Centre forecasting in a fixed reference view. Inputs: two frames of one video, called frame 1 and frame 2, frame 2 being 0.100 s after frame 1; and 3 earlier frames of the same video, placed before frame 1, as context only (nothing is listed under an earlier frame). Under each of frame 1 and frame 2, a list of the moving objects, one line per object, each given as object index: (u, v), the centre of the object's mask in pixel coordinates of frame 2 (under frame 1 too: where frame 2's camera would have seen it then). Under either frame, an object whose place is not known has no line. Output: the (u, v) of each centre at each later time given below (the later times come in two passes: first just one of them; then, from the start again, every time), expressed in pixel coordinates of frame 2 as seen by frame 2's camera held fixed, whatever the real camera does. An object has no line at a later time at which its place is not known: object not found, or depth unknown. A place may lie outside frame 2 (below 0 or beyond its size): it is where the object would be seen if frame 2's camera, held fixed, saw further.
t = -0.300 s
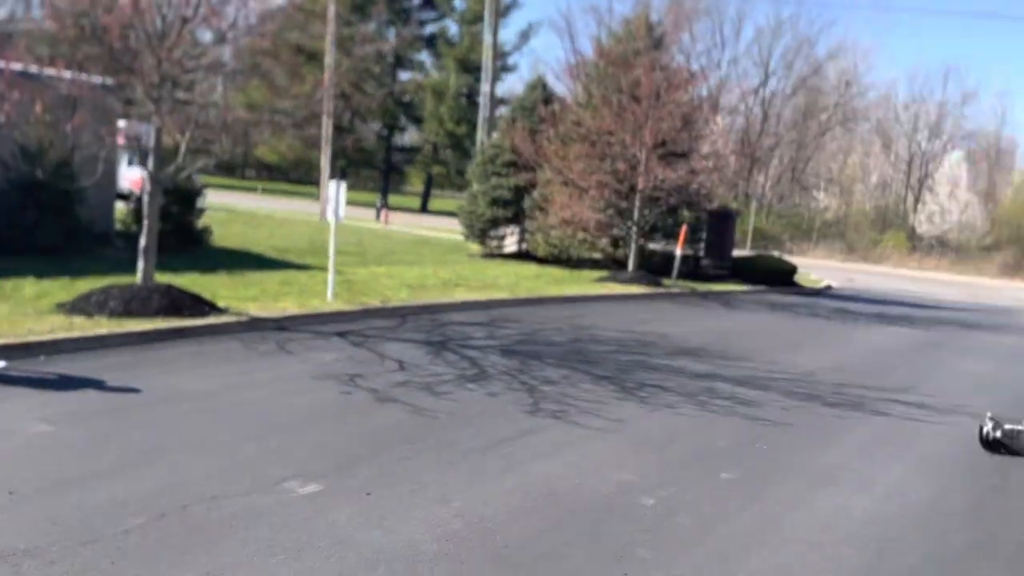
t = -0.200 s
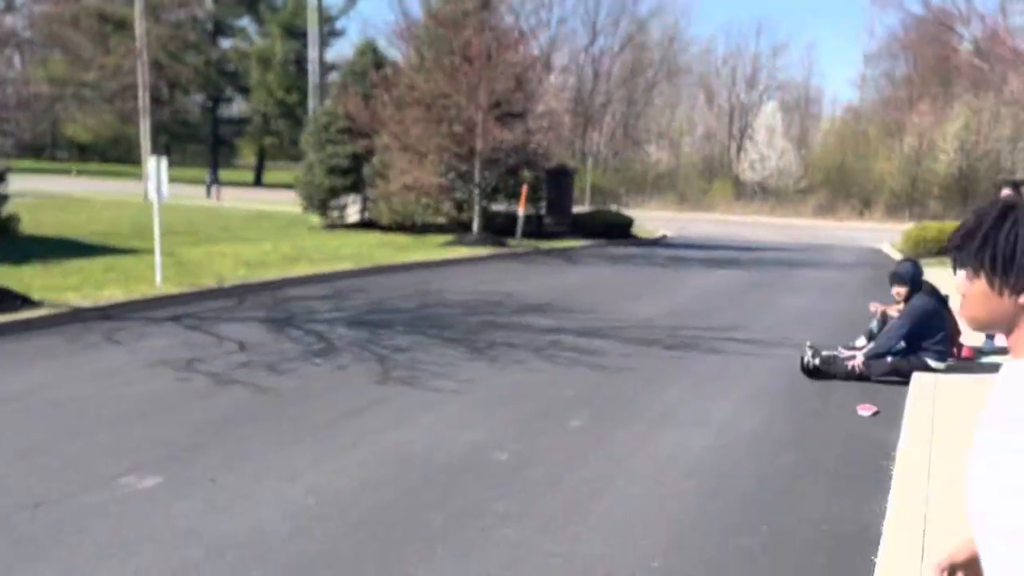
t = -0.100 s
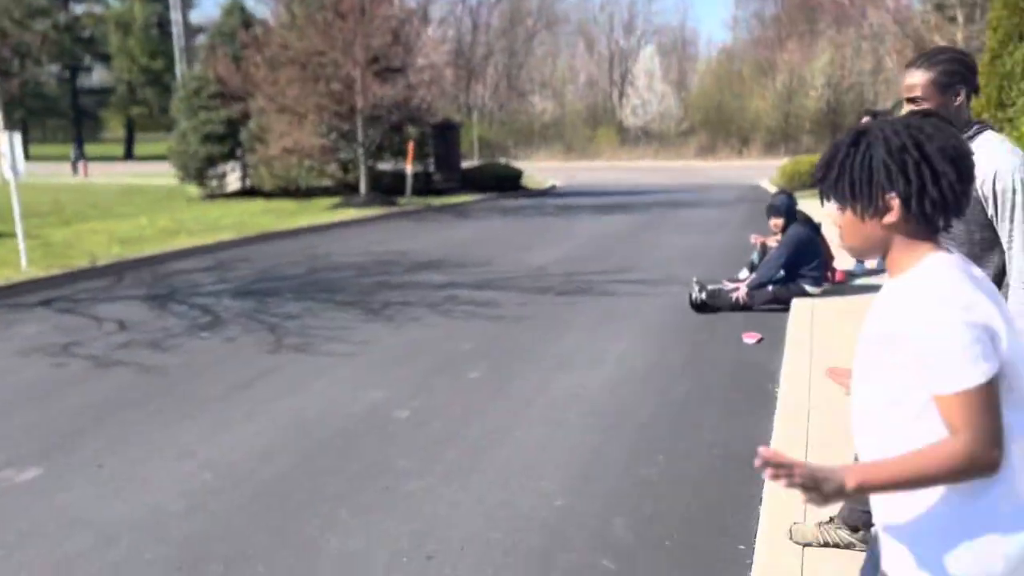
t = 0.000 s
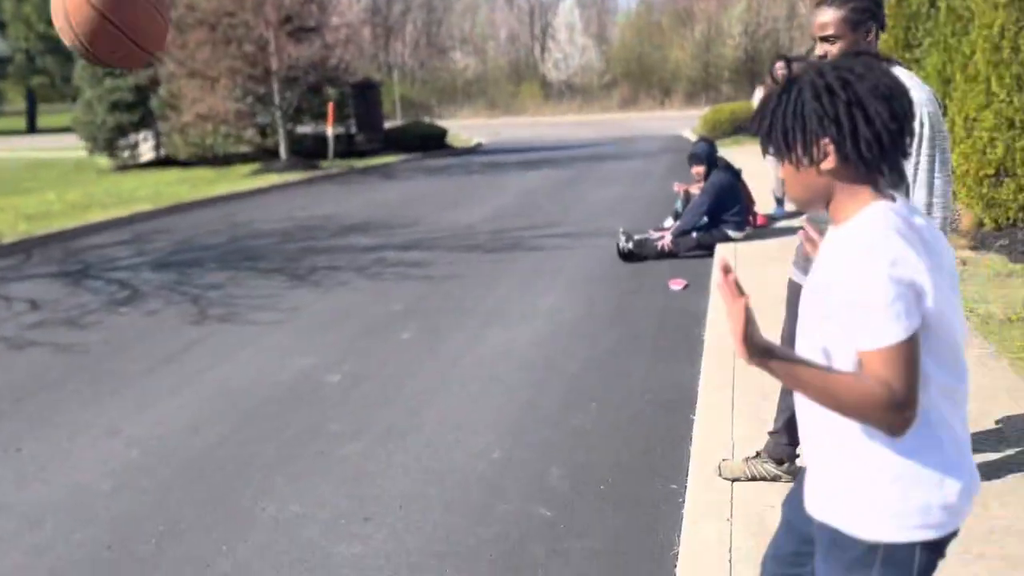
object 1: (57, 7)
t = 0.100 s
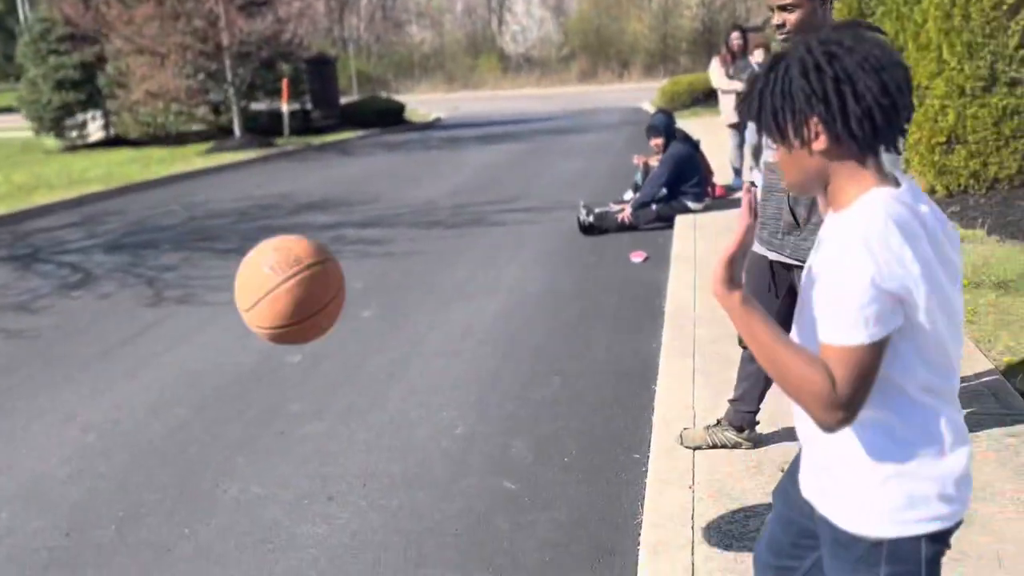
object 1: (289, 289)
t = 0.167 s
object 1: (445, 503)
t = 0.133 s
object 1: (368, 395)
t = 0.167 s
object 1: (445, 503)
